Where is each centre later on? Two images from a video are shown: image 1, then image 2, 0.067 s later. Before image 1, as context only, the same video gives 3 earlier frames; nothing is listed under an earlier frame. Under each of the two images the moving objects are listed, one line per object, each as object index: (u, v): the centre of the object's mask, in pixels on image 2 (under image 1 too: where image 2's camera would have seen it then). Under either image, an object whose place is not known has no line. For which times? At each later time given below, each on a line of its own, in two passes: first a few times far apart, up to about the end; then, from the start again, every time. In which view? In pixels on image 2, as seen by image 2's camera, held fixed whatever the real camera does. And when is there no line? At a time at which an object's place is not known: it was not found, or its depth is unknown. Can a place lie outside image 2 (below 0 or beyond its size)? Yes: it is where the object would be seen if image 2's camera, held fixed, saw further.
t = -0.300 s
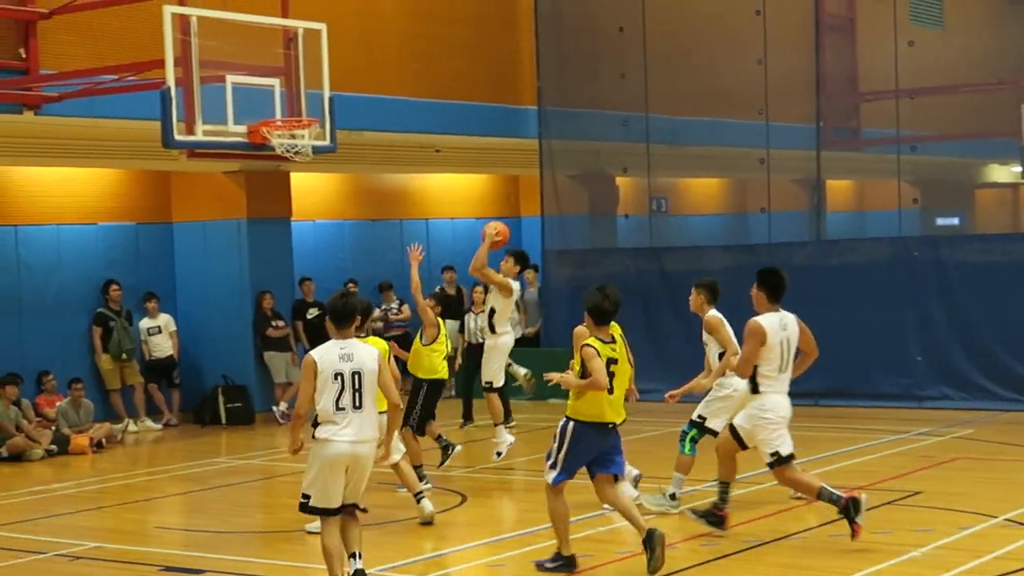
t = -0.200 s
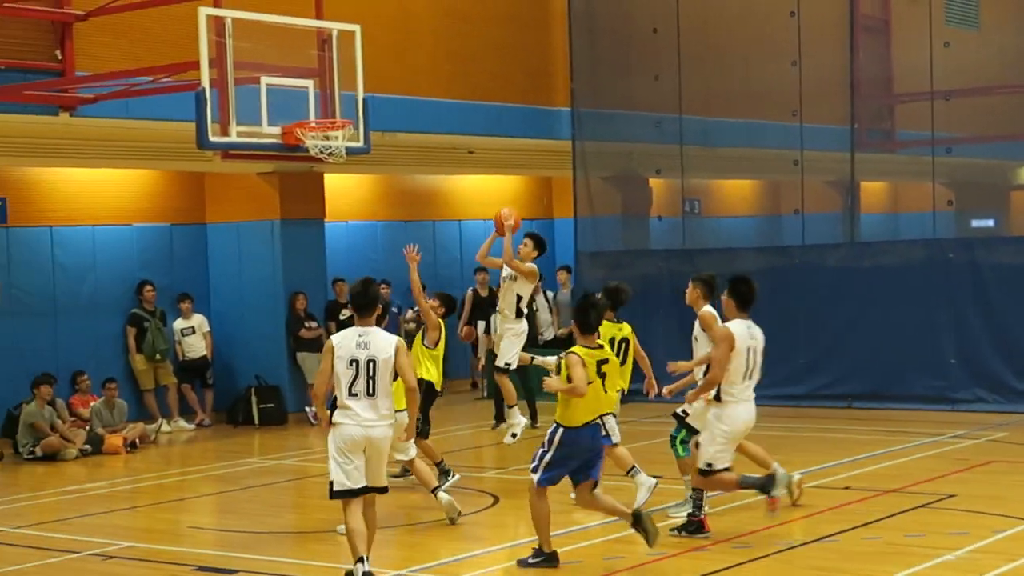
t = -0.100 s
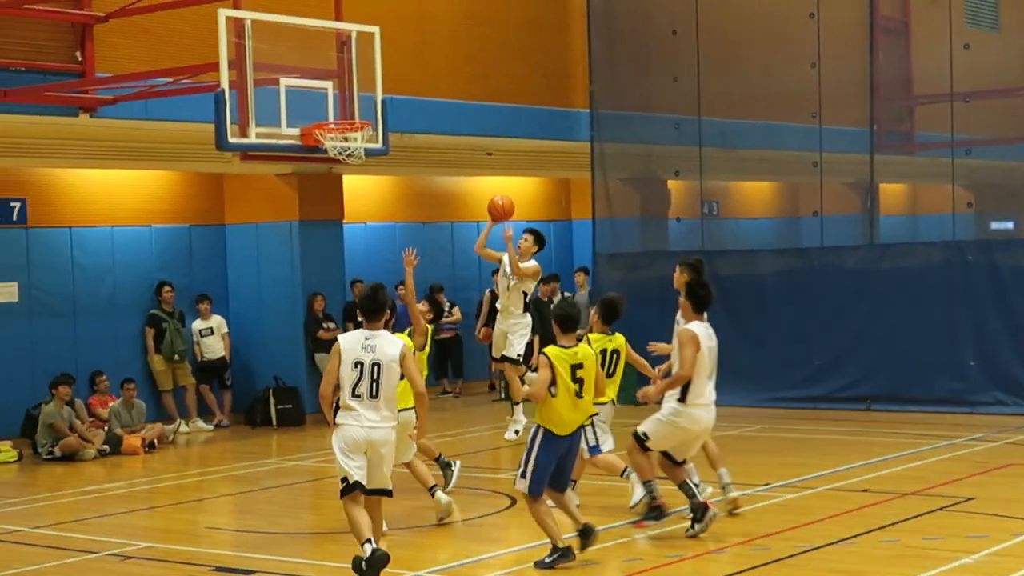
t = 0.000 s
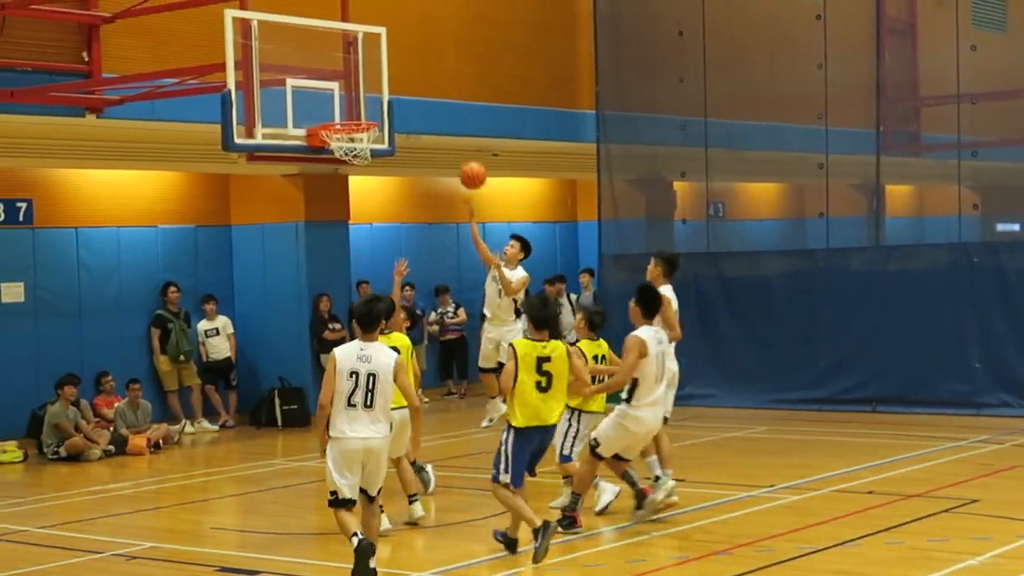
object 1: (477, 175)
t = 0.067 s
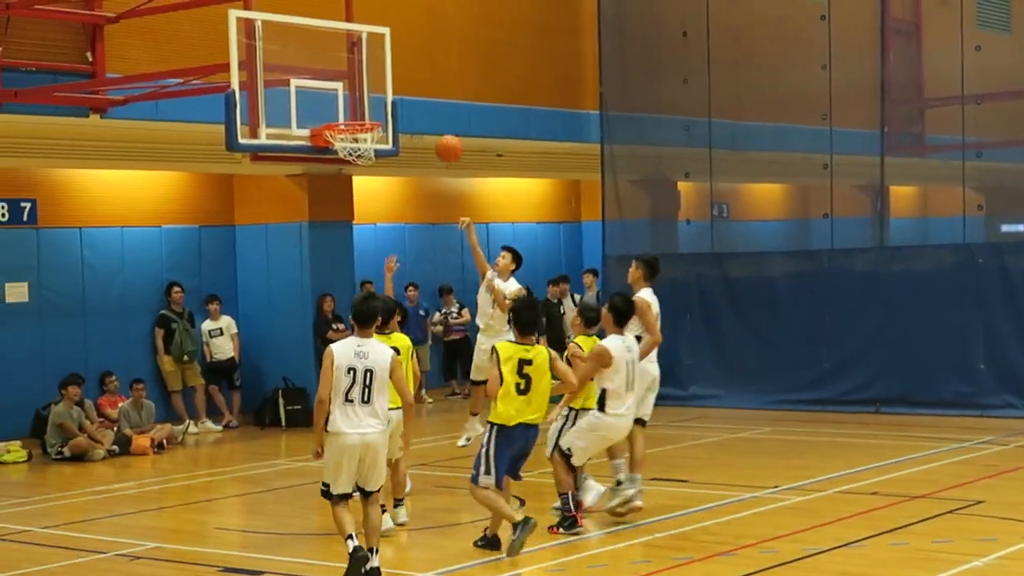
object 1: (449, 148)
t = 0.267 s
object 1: (386, 101)
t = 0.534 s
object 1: (374, 107)
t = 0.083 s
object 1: (441, 143)
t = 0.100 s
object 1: (434, 136)
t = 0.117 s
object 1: (427, 131)
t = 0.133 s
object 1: (420, 126)
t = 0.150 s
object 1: (413, 120)
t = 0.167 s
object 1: (405, 117)
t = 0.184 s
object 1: (398, 113)
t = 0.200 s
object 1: (391, 109)
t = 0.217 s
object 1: (389, 107)
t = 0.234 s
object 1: (388, 105)
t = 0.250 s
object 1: (387, 103)
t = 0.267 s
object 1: (386, 101)
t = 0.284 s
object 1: (385, 100)
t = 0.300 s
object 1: (384, 99)
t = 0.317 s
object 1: (383, 99)
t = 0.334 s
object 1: (383, 99)
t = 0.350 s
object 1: (382, 99)
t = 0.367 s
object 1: (382, 99)
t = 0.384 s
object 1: (381, 100)
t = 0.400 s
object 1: (380, 101)
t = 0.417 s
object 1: (379, 103)
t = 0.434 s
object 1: (378, 105)
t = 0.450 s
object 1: (377, 106)
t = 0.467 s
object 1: (377, 109)
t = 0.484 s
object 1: (376, 110)
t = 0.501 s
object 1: (375, 109)
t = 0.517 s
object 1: (374, 107)
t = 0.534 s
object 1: (374, 107)
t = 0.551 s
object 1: (373, 106)
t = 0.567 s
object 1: (372, 106)
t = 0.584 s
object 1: (371, 106)
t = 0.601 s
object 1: (370, 107)
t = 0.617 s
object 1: (369, 107)
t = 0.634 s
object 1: (369, 108)
